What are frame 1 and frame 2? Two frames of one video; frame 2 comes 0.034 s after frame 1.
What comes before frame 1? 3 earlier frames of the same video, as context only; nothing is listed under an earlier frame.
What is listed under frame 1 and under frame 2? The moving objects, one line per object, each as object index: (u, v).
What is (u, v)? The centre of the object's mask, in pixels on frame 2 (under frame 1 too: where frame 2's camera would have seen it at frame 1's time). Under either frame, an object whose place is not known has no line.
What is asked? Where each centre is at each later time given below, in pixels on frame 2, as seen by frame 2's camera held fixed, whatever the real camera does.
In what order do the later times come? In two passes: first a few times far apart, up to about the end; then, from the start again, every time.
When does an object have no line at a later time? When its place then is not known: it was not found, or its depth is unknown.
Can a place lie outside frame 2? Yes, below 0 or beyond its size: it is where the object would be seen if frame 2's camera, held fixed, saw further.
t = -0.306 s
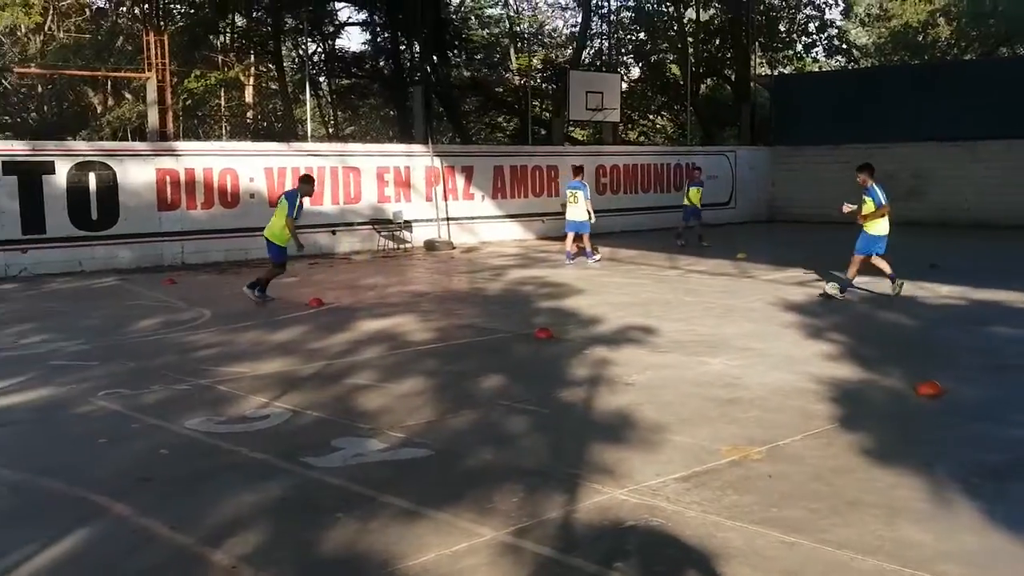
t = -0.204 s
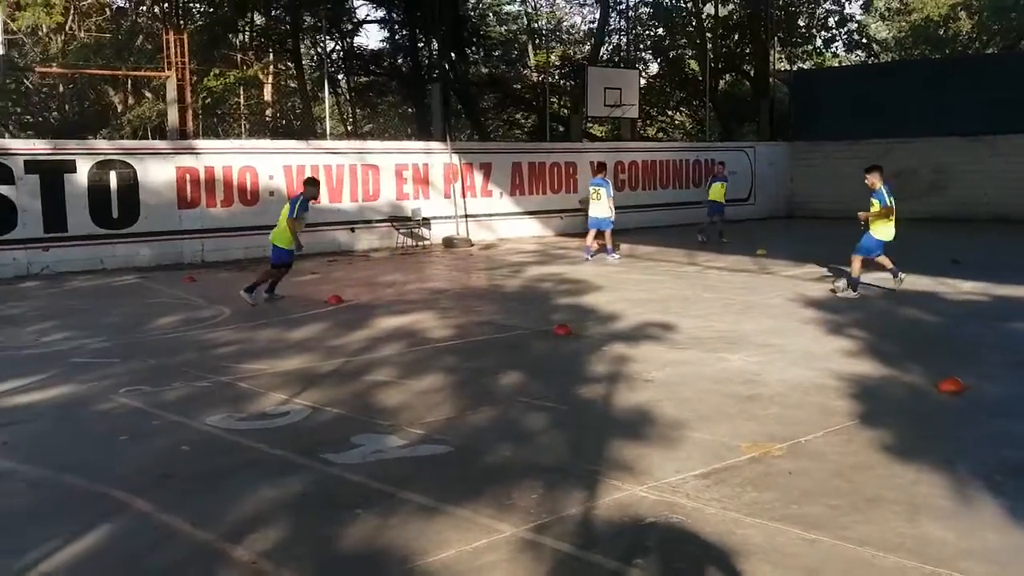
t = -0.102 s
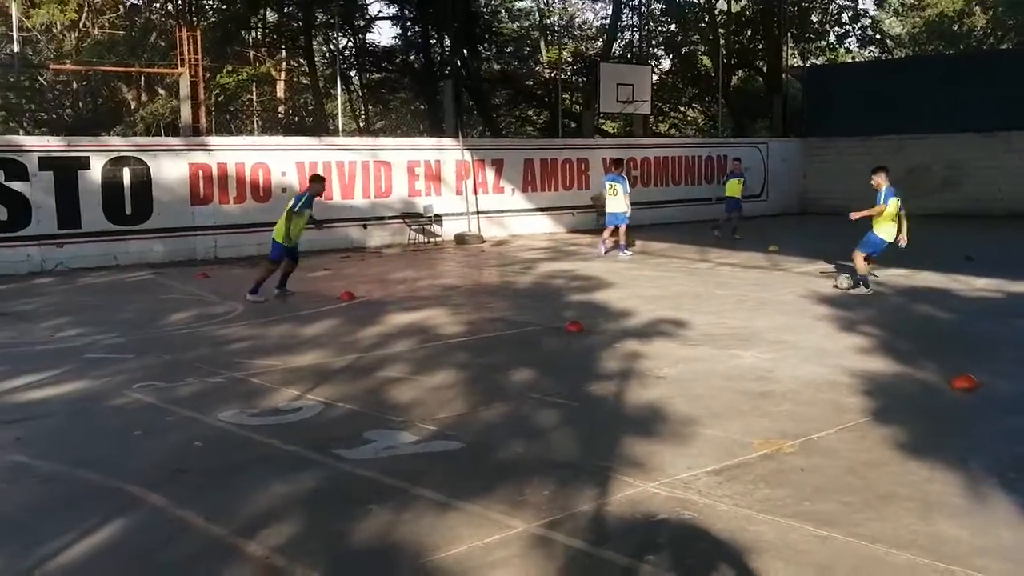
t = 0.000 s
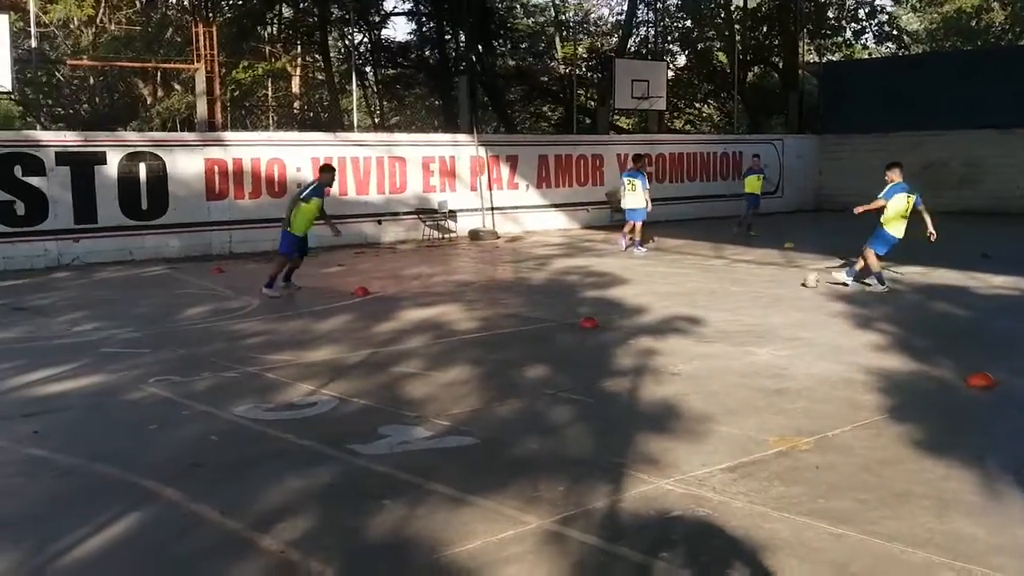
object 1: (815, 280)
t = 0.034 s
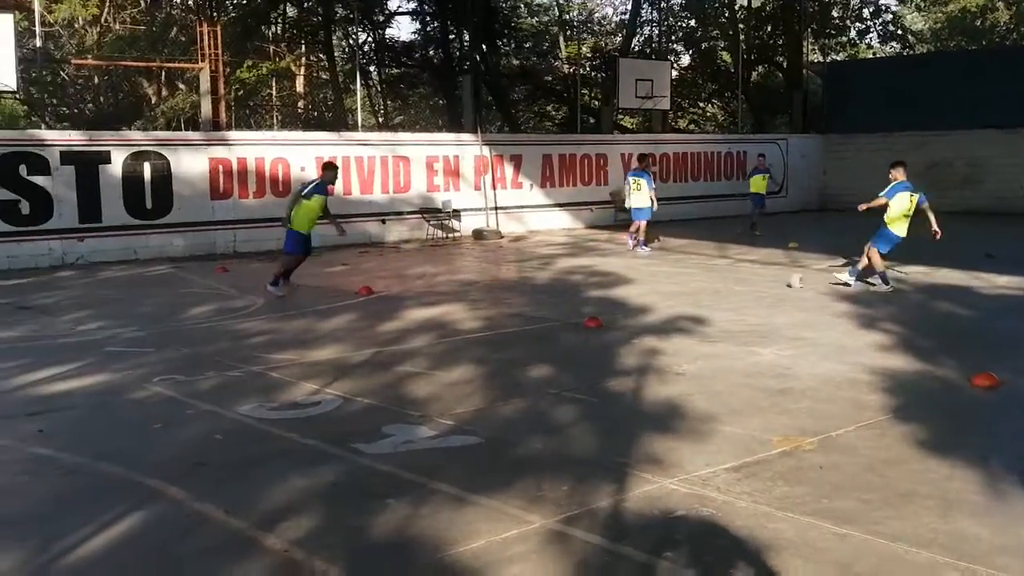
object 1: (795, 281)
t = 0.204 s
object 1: (709, 284)
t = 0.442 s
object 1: (604, 287)
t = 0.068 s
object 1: (778, 282)
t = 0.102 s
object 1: (760, 282)
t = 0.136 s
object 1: (742, 283)
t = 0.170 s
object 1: (726, 284)
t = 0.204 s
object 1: (709, 284)
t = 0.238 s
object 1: (693, 285)
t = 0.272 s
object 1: (677, 285)
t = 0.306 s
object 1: (662, 286)
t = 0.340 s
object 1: (647, 287)
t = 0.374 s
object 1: (632, 286)
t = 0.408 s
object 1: (618, 286)
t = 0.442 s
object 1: (604, 287)
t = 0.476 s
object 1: (591, 288)
